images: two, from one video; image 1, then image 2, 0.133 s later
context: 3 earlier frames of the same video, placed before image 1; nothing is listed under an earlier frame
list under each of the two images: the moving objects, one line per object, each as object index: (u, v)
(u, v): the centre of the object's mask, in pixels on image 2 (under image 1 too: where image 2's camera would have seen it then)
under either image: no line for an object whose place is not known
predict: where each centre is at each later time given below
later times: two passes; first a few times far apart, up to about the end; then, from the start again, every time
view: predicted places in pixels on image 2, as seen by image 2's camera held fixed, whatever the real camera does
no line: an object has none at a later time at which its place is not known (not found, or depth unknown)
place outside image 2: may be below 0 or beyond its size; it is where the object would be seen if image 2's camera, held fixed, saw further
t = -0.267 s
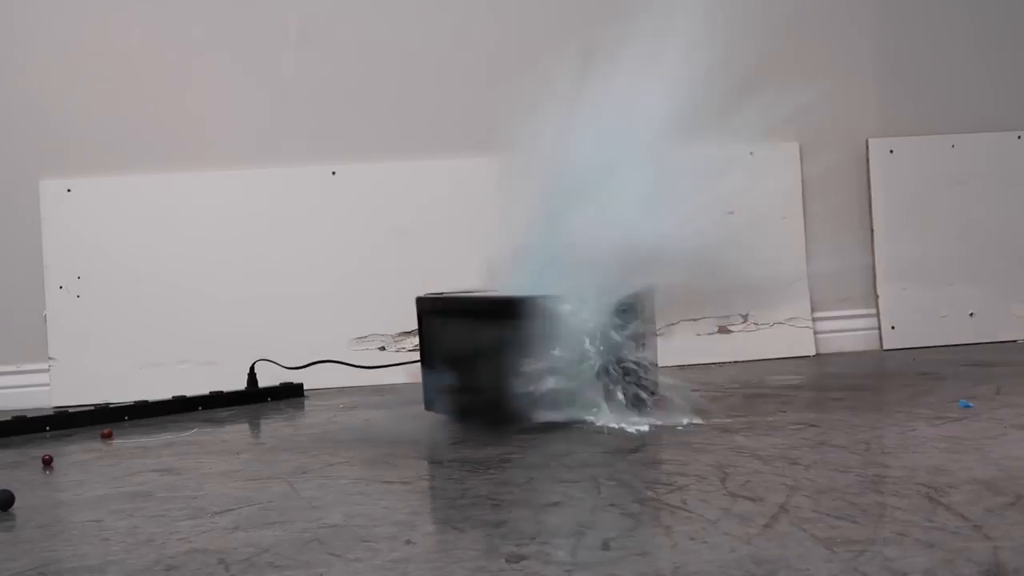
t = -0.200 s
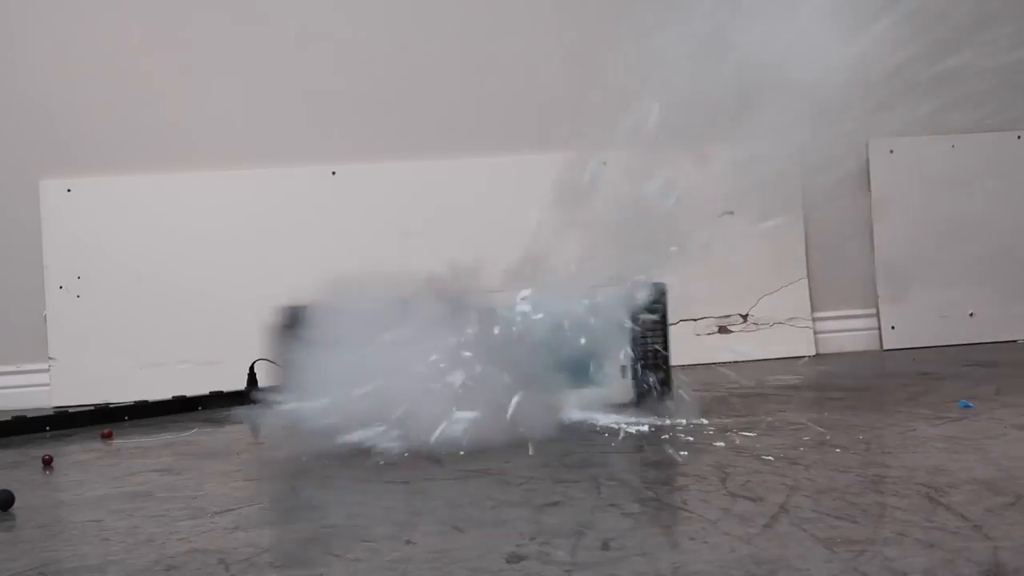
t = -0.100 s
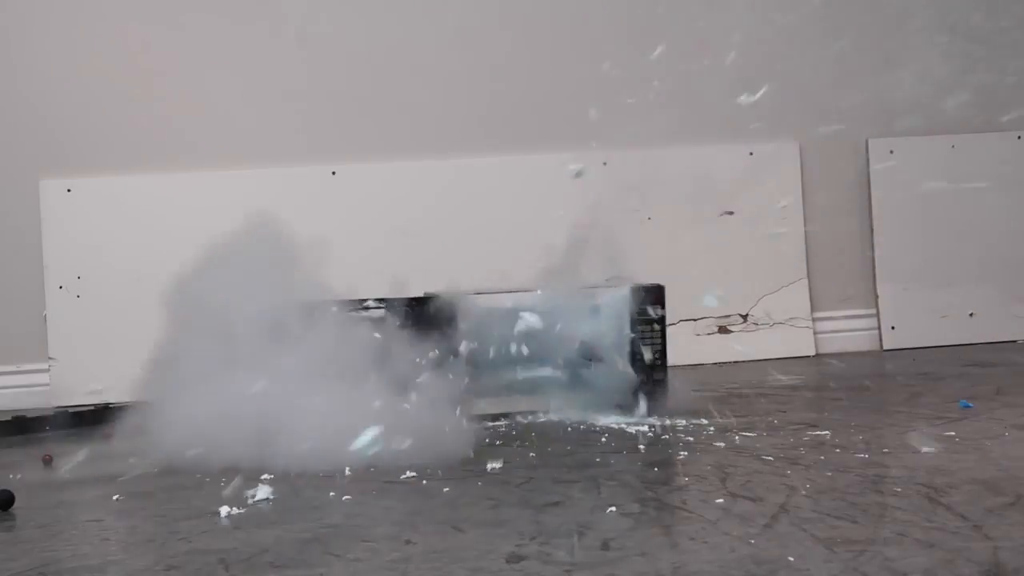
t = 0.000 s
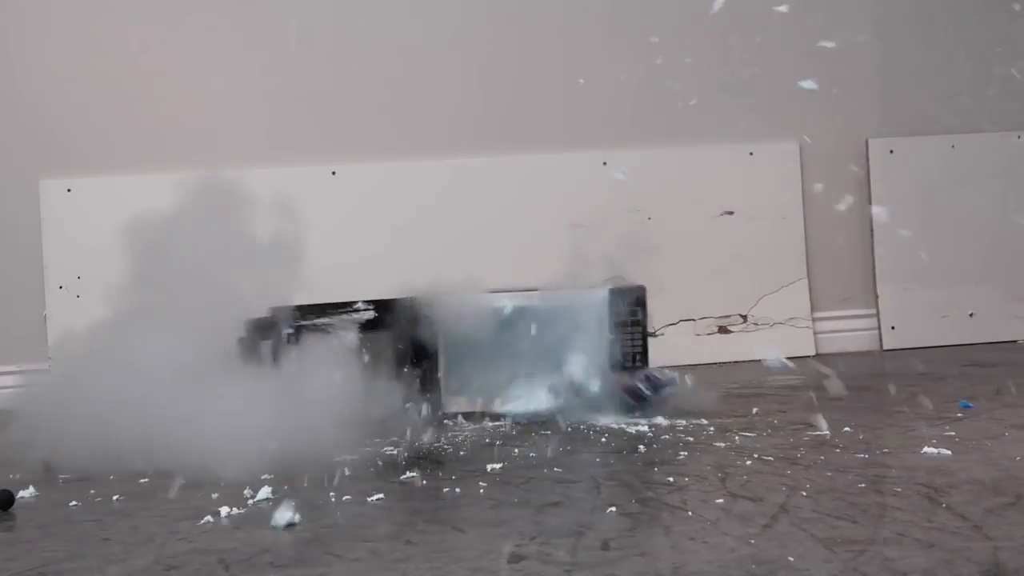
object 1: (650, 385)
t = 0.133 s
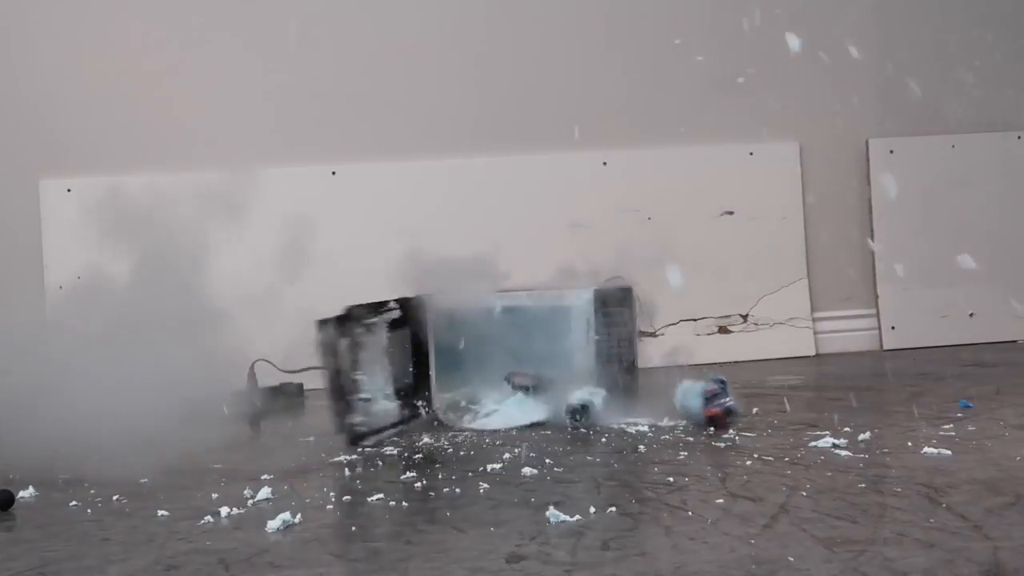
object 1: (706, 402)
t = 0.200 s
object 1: (728, 404)
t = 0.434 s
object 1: (784, 409)
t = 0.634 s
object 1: (787, 411)
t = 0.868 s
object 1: (786, 413)
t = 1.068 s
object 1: (787, 415)
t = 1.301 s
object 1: (787, 415)
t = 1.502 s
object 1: (787, 415)
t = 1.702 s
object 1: (787, 415)
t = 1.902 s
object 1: (787, 415)
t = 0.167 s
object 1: (718, 403)
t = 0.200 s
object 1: (728, 404)
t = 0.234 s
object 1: (740, 405)
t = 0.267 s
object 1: (749, 405)
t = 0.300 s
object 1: (758, 406)
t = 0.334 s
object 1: (767, 408)
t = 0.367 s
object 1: (773, 408)
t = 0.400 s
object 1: (779, 408)
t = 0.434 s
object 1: (784, 409)
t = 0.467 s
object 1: (787, 409)
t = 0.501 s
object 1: (788, 410)
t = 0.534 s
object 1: (787, 410)
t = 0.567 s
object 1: (787, 410)
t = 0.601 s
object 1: (787, 410)
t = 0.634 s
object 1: (787, 411)
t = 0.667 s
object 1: (786, 411)
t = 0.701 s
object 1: (786, 411)
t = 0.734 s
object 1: (786, 412)
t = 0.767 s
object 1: (786, 412)
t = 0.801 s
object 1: (786, 412)
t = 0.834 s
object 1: (786, 413)
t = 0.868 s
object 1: (786, 413)
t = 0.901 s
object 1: (786, 413)
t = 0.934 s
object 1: (786, 414)
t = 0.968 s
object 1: (787, 414)
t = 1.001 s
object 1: (787, 414)
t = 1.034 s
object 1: (787, 415)
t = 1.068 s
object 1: (787, 415)
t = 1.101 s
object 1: (787, 415)
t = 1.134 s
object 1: (788, 415)
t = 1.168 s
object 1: (787, 415)
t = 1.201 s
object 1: (787, 415)
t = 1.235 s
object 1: (787, 415)
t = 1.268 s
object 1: (787, 415)
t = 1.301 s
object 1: (787, 415)
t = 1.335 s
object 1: (787, 415)
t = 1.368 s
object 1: (787, 415)
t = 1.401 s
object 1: (787, 415)
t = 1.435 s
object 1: (787, 415)
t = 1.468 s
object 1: (787, 416)
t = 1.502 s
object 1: (787, 415)
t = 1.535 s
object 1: (787, 415)
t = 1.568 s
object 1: (787, 415)
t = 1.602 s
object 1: (787, 415)
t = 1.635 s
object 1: (787, 415)
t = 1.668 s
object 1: (787, 415)
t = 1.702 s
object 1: (787, 415)
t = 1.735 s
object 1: (787, 416)
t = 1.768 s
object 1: (787, 416)
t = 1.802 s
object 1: (787, 415)
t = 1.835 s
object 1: (787, 415)
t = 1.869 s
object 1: (787, 415)
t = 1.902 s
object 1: (787, 415)
